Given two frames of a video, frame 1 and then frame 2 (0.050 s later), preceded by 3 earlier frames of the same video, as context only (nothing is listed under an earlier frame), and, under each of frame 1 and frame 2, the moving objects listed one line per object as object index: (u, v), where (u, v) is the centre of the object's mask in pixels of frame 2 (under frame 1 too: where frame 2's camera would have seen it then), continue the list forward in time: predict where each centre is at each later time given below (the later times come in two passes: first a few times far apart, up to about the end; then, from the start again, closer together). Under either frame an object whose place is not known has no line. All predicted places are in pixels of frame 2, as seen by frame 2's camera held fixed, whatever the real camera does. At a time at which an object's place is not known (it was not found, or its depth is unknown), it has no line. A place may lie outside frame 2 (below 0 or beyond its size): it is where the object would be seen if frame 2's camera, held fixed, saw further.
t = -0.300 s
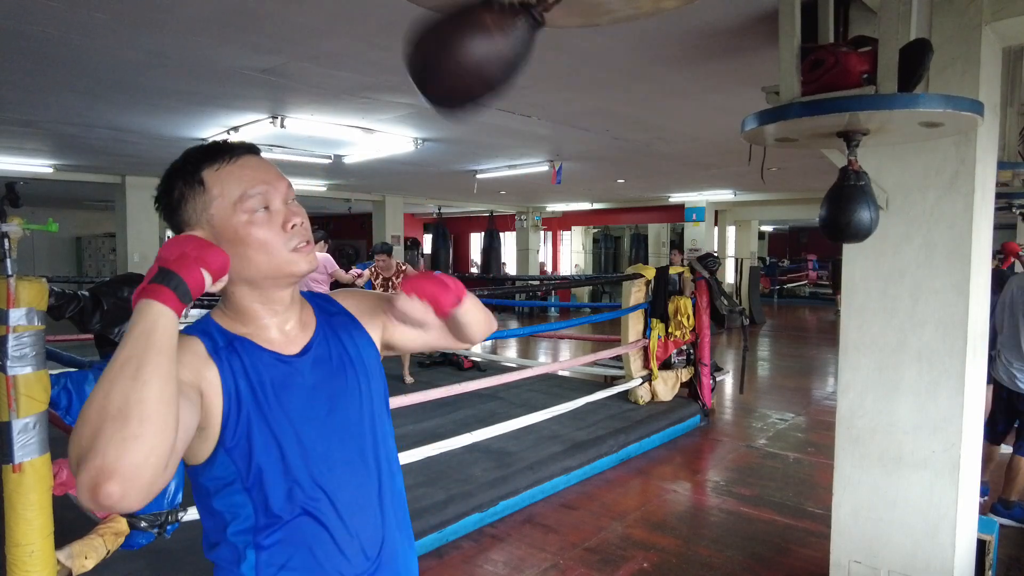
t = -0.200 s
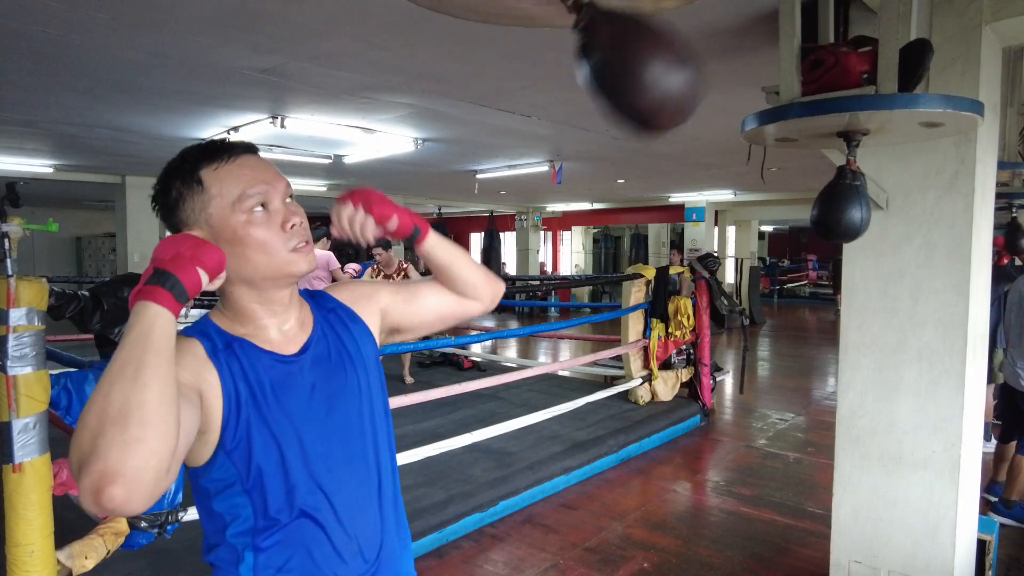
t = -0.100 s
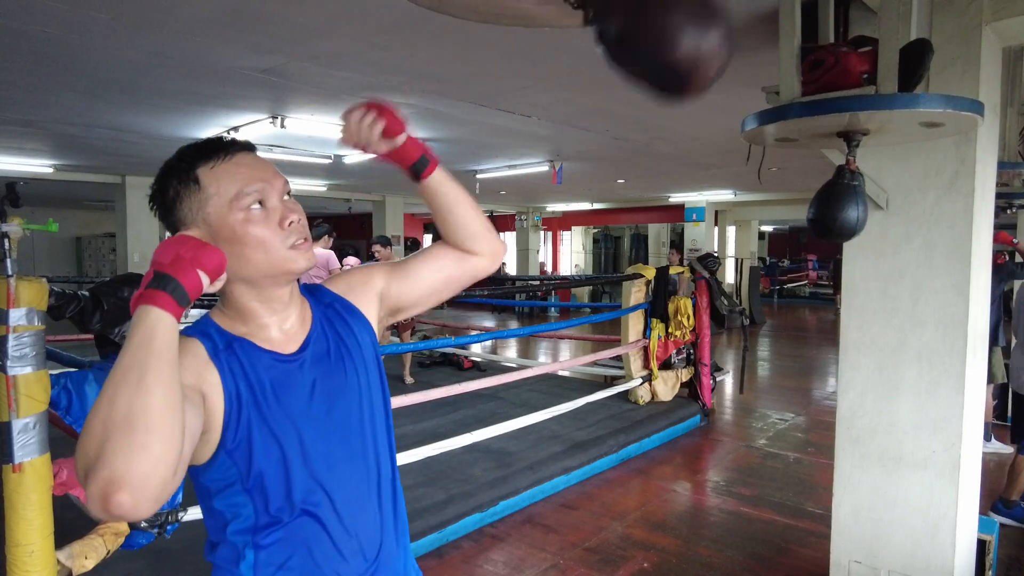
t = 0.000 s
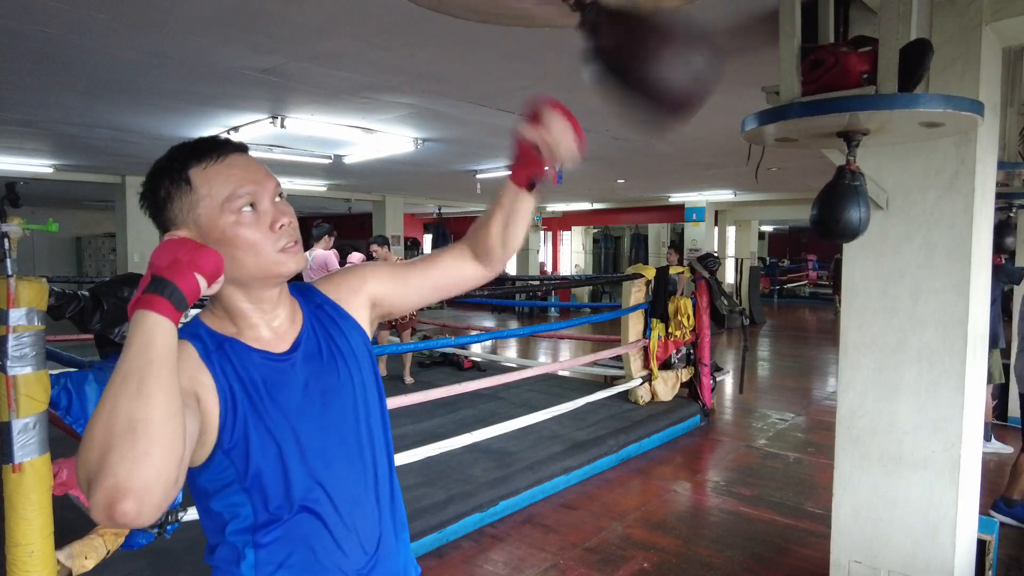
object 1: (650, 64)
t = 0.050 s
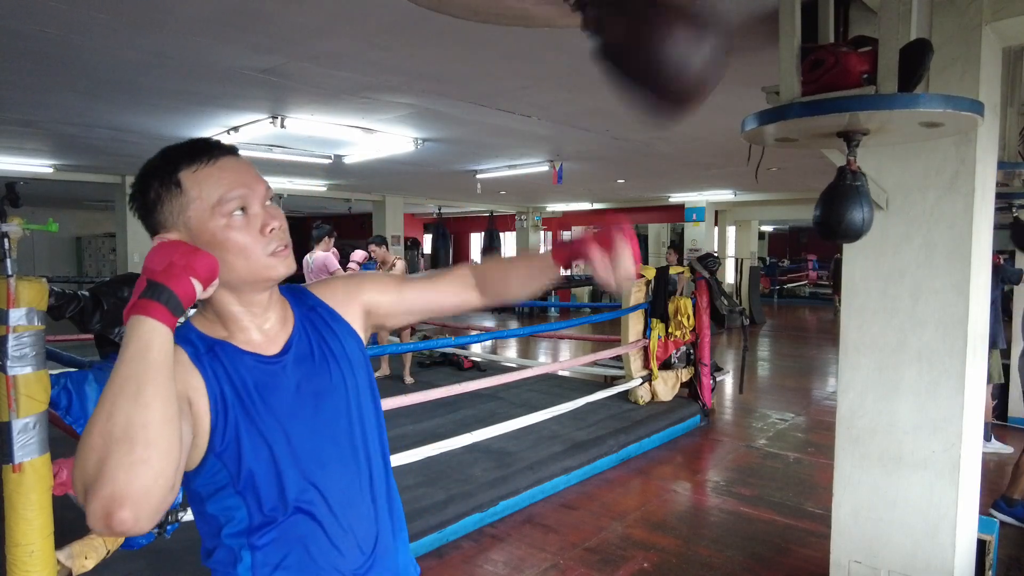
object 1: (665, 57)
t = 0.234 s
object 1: (560, 113)
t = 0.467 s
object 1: (506, 94)
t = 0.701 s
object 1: (588, 105)
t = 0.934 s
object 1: (631, 77)
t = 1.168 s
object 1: (456, 27)
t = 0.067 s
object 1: (622, 90)
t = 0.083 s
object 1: (575, 103)
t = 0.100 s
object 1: (522, 98)
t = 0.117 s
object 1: (478, 75)
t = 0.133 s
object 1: (457, 40)
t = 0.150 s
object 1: (448, 20)
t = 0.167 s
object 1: (451, 32)
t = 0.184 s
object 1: (466, 51)
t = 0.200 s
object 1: (486, 82)
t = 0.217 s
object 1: (518, 102)
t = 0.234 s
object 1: (560, 113)
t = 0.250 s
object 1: (597, 109)
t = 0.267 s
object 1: (628, 85)
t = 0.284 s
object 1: (655, 60)
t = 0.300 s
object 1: (676, 40)
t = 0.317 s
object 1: (684, 20)
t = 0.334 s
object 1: (683, 20)
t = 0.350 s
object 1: (678, 33)
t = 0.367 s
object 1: (665, 48)
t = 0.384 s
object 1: (647, 66)
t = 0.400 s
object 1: (622, 85)
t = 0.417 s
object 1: (594, 100)
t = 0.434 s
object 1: (564, 107)
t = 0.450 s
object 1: (534, 104)
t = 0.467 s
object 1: (506, 94)
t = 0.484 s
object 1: (482, 83)
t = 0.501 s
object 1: (463, 65)
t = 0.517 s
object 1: (457, 41)
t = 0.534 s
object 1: (452, 29)
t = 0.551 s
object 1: (451, 23)
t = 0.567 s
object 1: (453, 31)
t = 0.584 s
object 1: (460, 41)
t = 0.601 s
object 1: (469, 54)
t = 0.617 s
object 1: (480, 72)
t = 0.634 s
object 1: (493, 93)
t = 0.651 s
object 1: (515, 104)
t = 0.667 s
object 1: (540, 108)
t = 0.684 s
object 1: (565, 109)
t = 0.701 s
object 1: (588, 105)
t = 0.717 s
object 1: (609, 95)
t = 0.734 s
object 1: (631, 81)
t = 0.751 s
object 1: (649, 65)
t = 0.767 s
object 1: (663, 49)
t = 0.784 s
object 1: (674, 38)
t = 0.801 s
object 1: (683, 28)
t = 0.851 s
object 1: (682, 25)
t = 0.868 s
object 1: (678, 33)
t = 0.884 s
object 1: (669, 40)
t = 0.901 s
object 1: (660, 50)
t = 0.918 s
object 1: (648, 64)
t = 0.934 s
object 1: (631, 77)
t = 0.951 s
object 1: (612, 90)
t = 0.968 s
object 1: (590, 100)
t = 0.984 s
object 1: (571, 110)
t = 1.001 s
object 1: (548, 111)
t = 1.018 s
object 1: (528, 104)
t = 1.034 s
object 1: (508, 97)
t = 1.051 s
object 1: (490, 92)
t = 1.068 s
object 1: (477, 79)
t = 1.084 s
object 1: (466, 67)
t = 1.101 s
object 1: (465, 48)
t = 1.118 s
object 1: (459, 39)
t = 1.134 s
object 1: (455, 33)
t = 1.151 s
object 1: (455, 27)
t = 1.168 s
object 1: (456, 27)
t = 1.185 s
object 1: (456, 31)
